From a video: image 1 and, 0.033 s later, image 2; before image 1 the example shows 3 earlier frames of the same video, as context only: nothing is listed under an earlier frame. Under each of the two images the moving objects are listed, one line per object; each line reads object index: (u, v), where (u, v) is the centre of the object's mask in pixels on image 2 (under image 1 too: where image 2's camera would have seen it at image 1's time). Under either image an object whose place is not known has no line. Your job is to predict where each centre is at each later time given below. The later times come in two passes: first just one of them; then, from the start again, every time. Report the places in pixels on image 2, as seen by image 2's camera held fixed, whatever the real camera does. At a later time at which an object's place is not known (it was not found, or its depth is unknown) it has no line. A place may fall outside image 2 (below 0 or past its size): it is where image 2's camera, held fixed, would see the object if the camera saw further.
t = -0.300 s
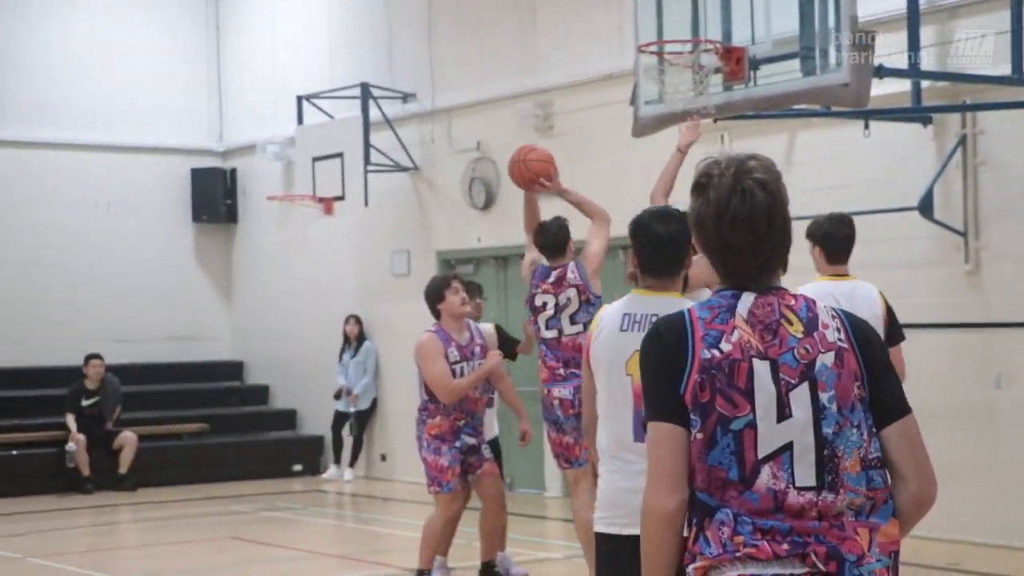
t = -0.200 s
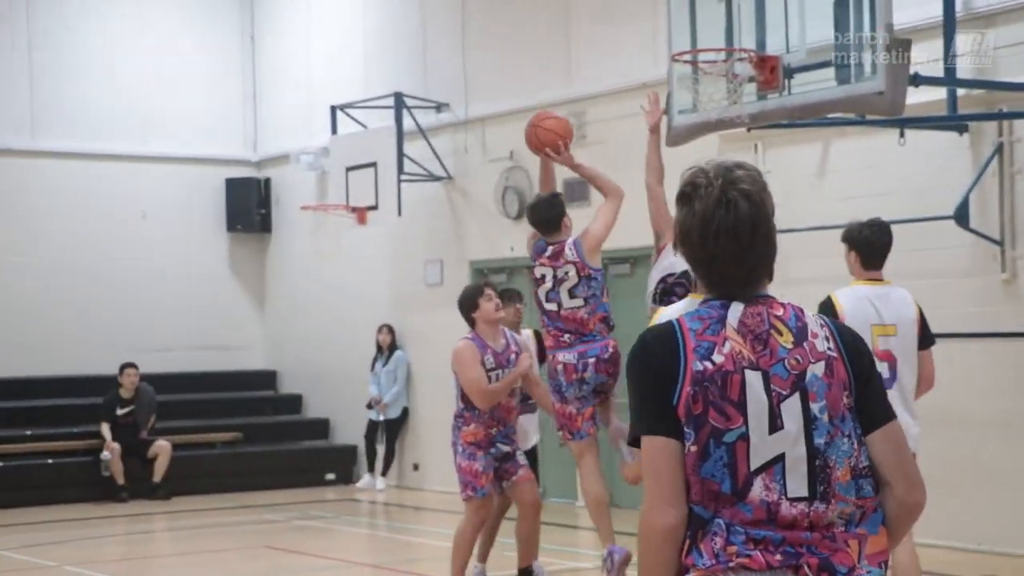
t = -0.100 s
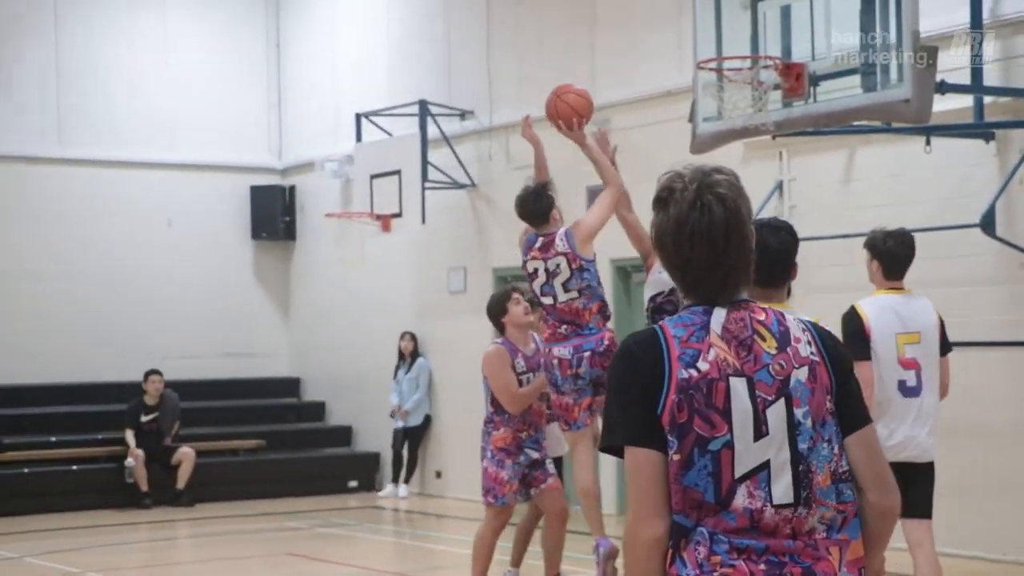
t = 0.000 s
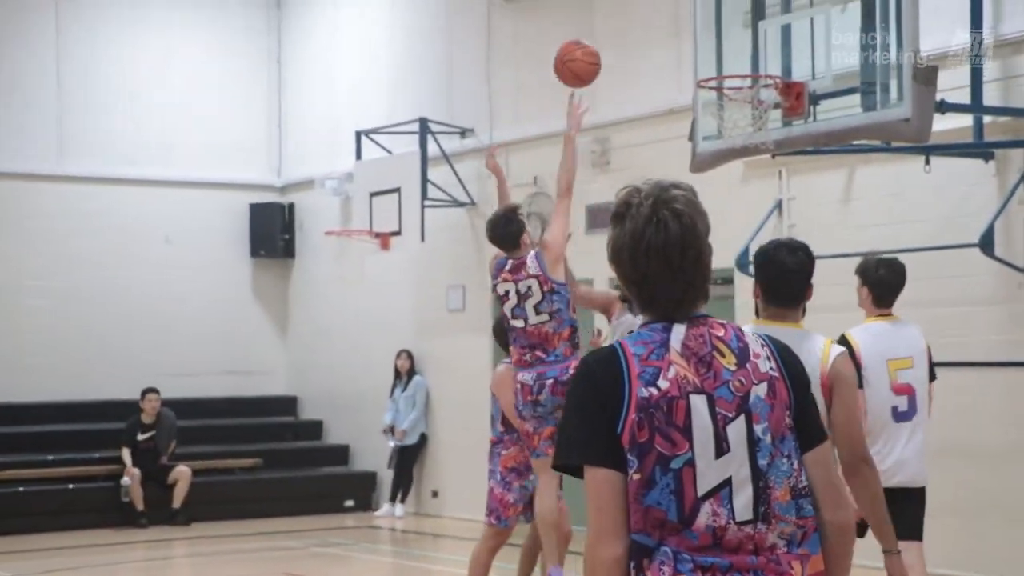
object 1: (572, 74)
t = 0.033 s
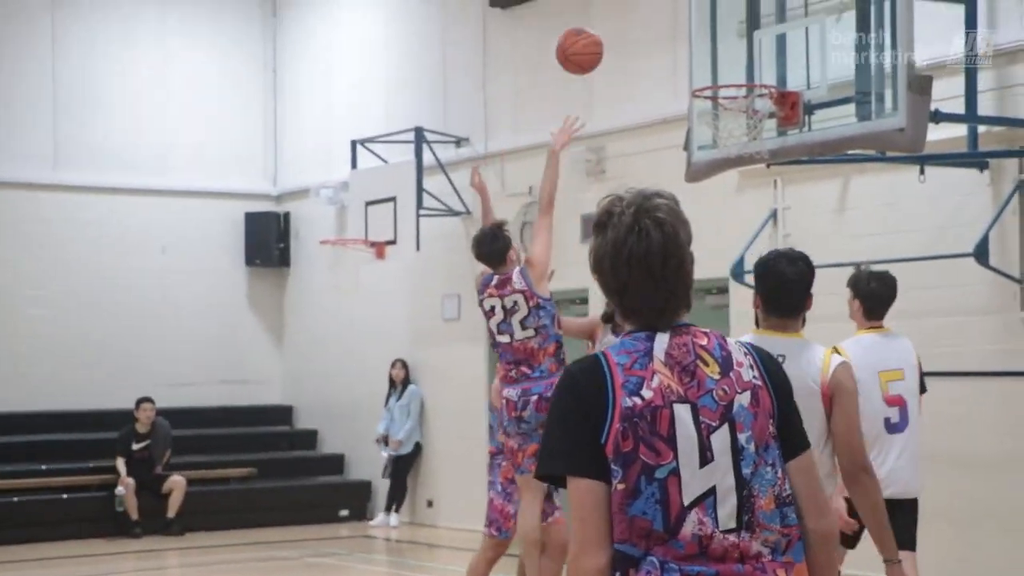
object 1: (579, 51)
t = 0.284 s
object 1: (631, -44)
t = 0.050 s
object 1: (583, 41)
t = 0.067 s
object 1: (586, 30)
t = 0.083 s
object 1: (590, 21)
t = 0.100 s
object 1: (594, 12)
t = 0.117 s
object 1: (597, 4)
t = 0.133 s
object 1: (601, -4)
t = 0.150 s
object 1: (604, -11)
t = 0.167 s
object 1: (607, -17)
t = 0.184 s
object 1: (611, -23)
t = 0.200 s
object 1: (614, -28)
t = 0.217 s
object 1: (618, -33)
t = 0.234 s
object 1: (621, -37)
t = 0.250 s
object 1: (625, -40)
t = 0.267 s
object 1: (628, -43)
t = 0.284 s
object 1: (631, -44)
